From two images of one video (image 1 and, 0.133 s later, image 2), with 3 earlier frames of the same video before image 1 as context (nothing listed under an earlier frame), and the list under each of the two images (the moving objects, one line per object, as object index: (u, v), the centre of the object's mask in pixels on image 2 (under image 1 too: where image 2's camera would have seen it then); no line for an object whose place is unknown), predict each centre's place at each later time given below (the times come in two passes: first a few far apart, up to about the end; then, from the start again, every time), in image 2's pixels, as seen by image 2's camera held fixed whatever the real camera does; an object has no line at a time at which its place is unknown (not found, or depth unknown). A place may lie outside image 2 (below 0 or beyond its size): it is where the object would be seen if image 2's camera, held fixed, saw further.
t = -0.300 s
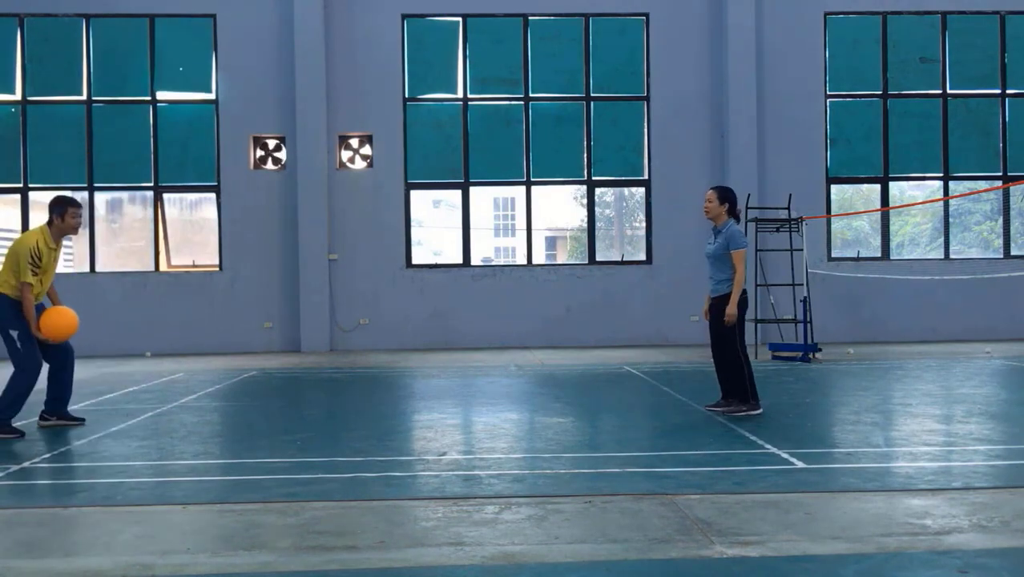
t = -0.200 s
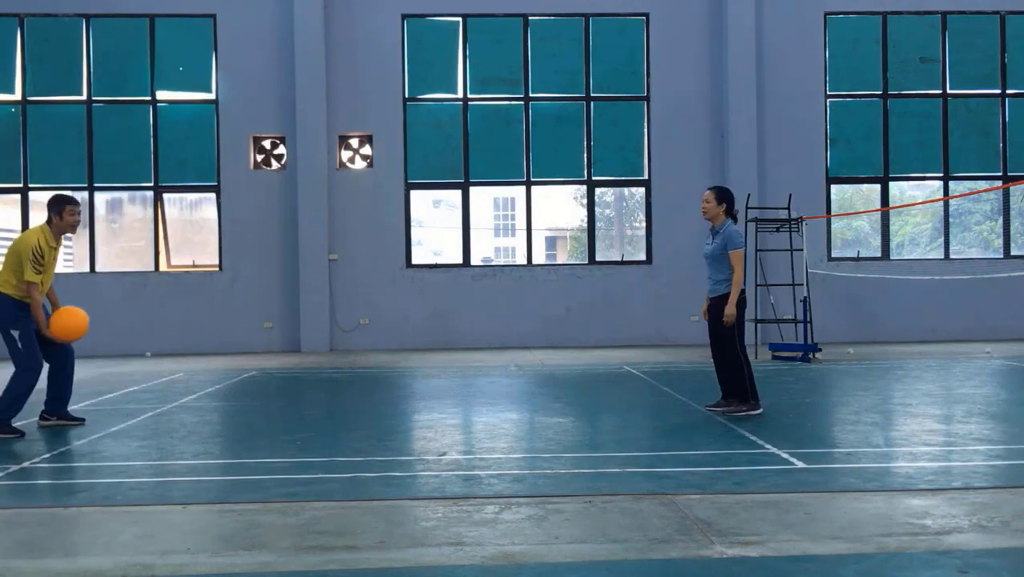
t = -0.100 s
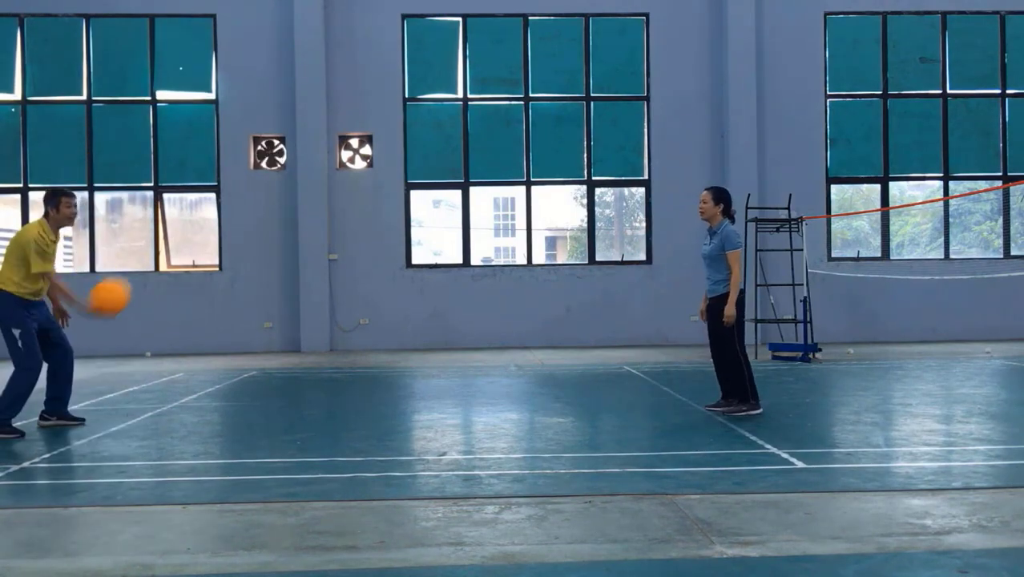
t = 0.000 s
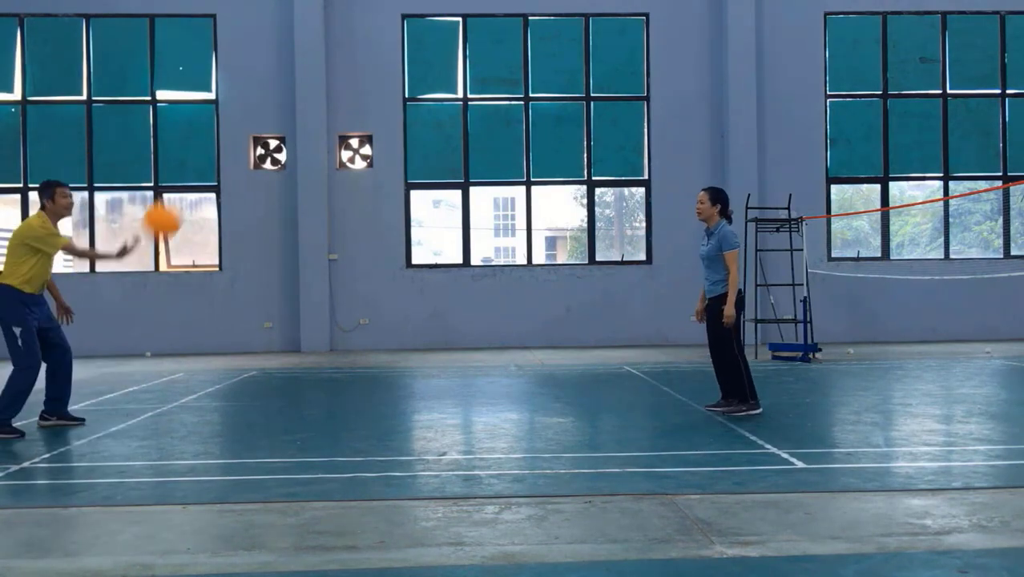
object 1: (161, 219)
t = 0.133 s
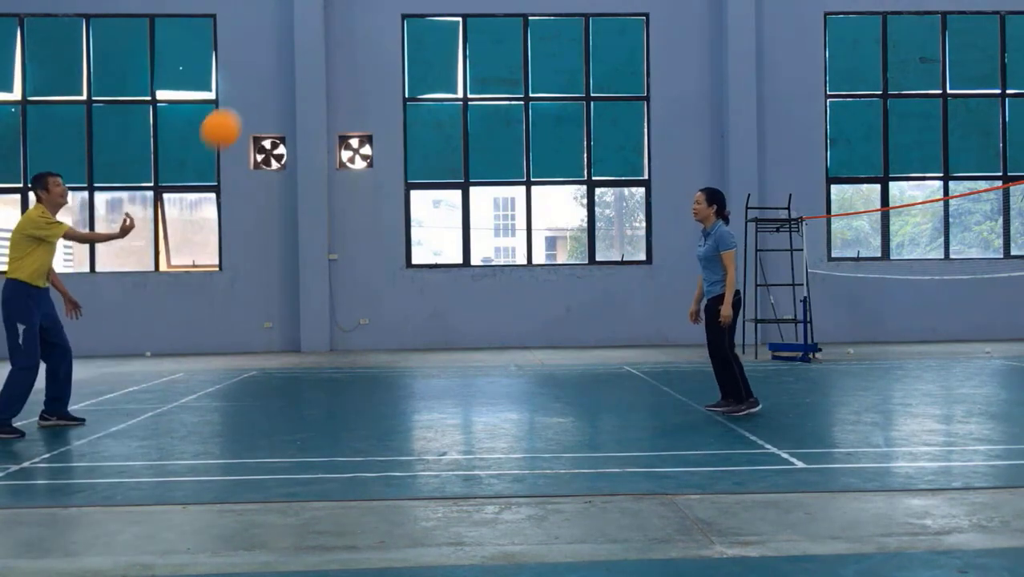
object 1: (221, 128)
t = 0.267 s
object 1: (277, 66)
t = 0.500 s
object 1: (375, 25)
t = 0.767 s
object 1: (486, 82)
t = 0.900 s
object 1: (539, 155)
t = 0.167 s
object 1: (236, 109)
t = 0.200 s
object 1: (249, 93)
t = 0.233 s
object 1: (262, 79)
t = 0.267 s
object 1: (277, 66)
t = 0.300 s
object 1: (290, 55)
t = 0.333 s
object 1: (304, 45)
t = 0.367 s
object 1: (318, 38)
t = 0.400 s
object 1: (333, 32)
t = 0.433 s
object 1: (347, 28)
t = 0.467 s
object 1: (360, 25)
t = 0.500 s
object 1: (375, 25)
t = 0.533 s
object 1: (388, 26)
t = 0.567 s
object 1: (403, 29)
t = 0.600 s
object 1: (417, 33)
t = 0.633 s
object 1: (431, 40)
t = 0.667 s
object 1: (444, 48)
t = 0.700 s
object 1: (459, 58)
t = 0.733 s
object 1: (473, 70)
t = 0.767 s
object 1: (486, 82)
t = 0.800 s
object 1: (499, 99)
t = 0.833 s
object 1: (513, 117)
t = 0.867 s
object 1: (525, 134)
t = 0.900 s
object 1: (539, 155)
